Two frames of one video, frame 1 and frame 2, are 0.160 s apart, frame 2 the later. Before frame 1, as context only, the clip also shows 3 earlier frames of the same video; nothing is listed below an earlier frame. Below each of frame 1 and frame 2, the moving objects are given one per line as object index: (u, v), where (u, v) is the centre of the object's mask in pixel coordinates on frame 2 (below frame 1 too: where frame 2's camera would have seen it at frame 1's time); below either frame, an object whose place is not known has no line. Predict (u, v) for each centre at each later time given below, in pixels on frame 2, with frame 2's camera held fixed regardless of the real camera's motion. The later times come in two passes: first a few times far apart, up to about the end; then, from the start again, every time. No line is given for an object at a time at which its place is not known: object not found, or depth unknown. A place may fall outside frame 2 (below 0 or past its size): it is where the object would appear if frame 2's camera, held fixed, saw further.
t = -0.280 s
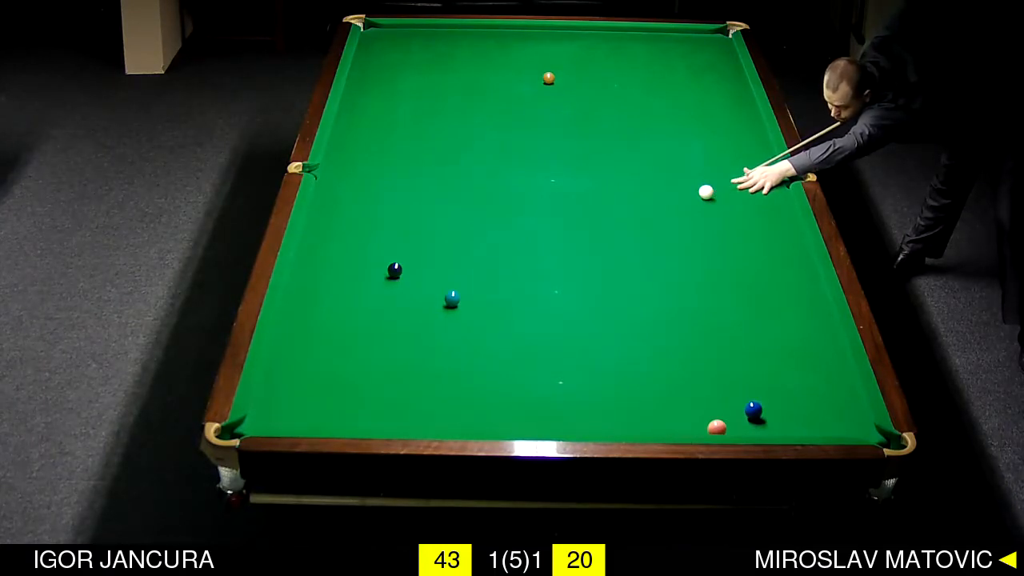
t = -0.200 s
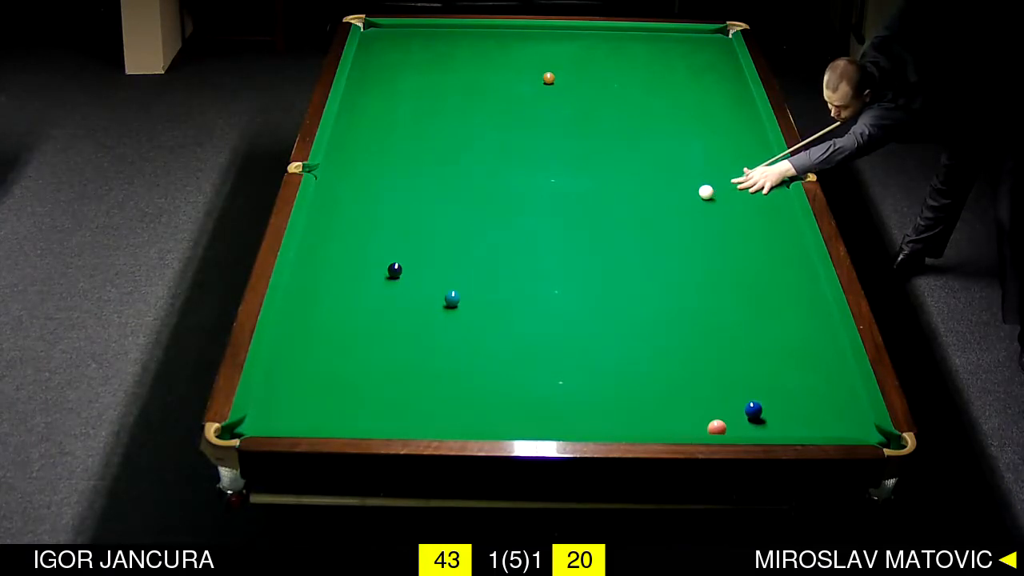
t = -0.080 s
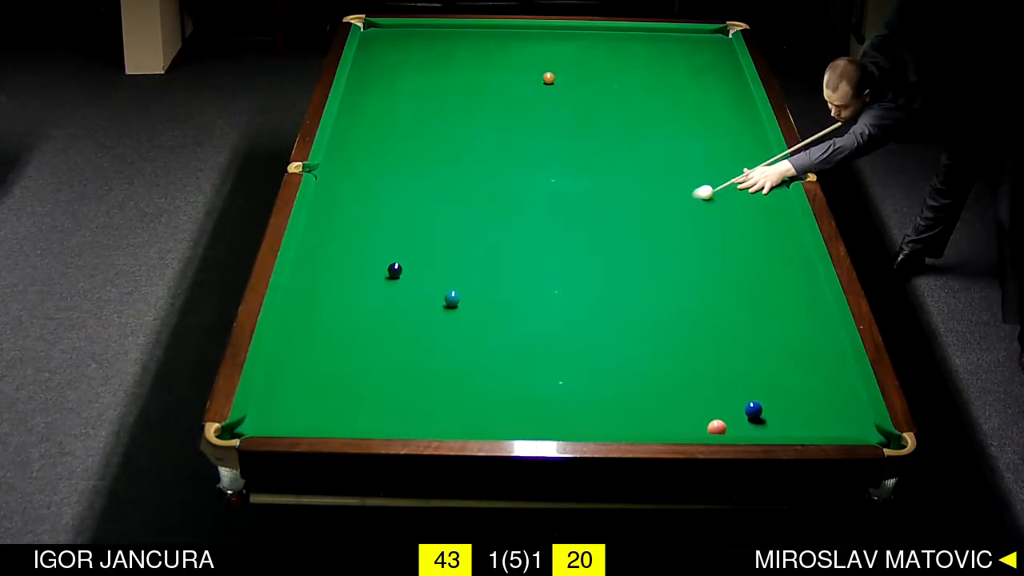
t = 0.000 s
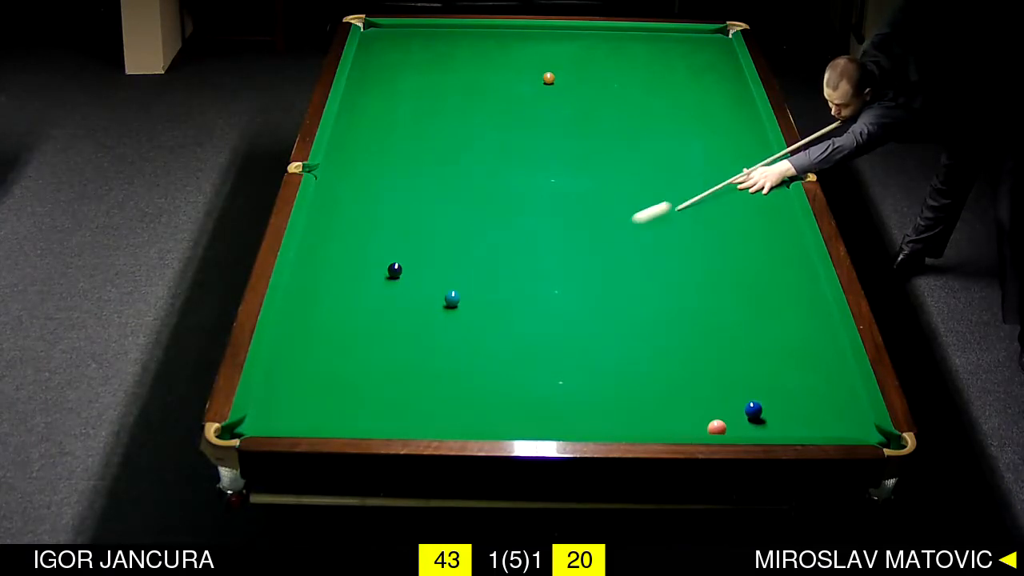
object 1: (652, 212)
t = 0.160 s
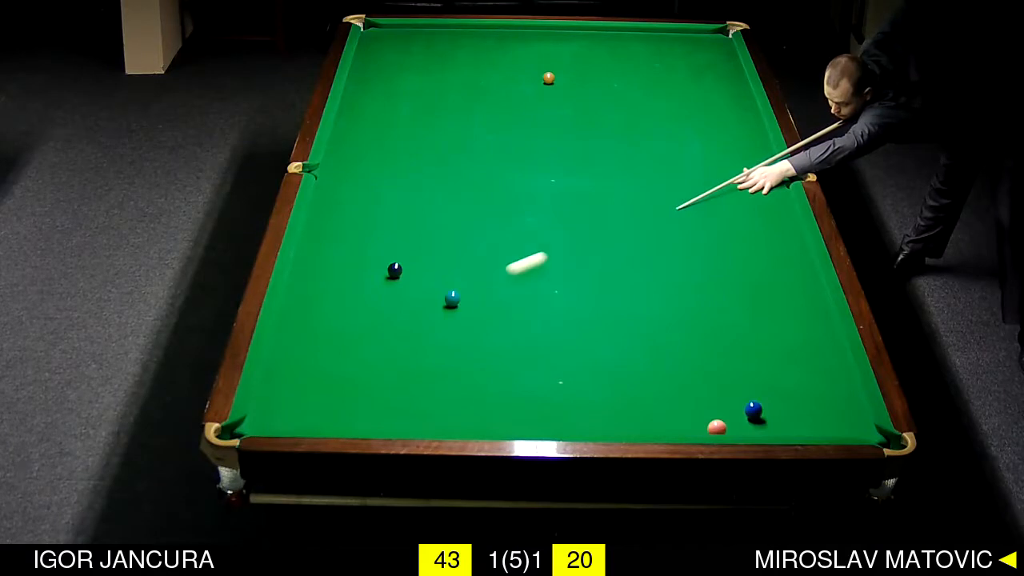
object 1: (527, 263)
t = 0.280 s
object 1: (454, 289)
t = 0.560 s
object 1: (430, 271)
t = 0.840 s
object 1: (422, 252)
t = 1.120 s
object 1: (414, 235)
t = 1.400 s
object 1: (407, 220)
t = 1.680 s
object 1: (400, 206)
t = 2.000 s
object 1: (392, 192)
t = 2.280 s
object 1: (387, 181)
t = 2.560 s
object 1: (381, 171)
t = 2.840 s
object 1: (377, 162)
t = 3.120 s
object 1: (373, 155)
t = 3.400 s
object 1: (370, 148)
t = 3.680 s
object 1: (367, 142)
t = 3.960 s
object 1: (364, 137)
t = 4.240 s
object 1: (361, 132)
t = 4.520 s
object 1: (359, 129)
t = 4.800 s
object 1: (357, 126)
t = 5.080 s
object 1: (356, 124)
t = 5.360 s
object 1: (355, 123)
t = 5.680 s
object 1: (355, 123)
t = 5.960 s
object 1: (355, 123)
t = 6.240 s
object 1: (355, 123)
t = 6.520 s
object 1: (355, 123)
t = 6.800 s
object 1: (355, 123)
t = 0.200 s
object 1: (495, 276)
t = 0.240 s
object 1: (467, 287)
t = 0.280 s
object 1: (454, 289)
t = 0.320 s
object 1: (447, 287)
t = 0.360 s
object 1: (441, 284)
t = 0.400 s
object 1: (437, 282)
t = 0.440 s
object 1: (434, 279)
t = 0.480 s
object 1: (432, 276)
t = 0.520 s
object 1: (431, 274)
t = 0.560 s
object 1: (430, 271)
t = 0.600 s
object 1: (429, 268)
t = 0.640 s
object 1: (428, 265)
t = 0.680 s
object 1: (426, 263)
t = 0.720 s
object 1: (425, 260)
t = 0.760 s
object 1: (424, 257)
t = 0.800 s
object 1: (423, 255)
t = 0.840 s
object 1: (422, 252)
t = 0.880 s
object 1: (421, 249)
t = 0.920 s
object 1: (419, 247)
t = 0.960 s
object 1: (418, 245)
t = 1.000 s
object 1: (417, 242)
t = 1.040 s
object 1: (416, 240)
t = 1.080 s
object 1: (415, 237)
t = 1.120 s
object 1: (414, 235)
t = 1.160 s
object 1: (413, 233)
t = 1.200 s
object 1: (412, 231)
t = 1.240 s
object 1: (411, 229)
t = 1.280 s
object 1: (410, 226)
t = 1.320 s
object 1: (409, 224)
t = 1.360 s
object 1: (408, 222)
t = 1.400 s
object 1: (407, 220)
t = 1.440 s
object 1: (406, 218)
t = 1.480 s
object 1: (405, 216)
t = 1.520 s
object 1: (404, 214)
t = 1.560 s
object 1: (403, 212)
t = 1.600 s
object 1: (402, 210)
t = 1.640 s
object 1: (401, 208)
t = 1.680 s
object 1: (400, 206)
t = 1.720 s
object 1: (399, 204)
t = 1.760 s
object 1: (398, 203)
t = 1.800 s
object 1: (397, 201)
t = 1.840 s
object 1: (396, 199)
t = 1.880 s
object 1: (395, 197)
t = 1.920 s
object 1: (394, 196)
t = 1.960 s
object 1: (393, 194)
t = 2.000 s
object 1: (392, 192)
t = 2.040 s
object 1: (391, 191)
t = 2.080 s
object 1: (391, 189)
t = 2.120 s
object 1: (390, 187)
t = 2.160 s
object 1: (389, 186)
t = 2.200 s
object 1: (388, 184)
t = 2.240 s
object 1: (387, 183)
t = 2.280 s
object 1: (387, 181)
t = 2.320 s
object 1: (386, 180)
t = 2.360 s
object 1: (385, 178)
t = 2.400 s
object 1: (384, 177)
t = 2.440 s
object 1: (384, 175)
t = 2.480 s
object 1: (383, 174)
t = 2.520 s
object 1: (382, 173)
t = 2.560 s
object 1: (381, 171)
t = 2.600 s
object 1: (381, 170)
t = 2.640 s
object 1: (380, 169)
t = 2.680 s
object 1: (379, 167)
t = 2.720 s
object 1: (379, 166)
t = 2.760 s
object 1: (378, 165)
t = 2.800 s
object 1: (378, 164)
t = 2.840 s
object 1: (377, 162)
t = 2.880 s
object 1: (376, 161)
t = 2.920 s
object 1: (376, 160)
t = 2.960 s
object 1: (375, 159)
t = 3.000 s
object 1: (375, 158)
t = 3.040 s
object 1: (374, 157)
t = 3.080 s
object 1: (374, 156)
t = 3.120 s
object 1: (373, 155)
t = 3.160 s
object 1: (373, 154)
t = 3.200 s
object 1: (372, 153)
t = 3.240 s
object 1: (372, 151)
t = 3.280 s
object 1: (371, 151)
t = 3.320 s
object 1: (371, 150)
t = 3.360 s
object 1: (370, 149)
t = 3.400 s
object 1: (370, 148)
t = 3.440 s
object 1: (369, 147)
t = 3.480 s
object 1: (369, 146)
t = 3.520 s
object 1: (368, 145)
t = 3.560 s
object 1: (368, 144)
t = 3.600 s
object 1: (367, 143)
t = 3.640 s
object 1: (367, 142)
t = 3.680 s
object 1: (367, 142)
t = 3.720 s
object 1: (366, 141)
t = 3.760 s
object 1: (366, 140)
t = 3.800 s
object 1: (365, 139)
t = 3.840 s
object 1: (365, 139)
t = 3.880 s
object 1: (364, 138)
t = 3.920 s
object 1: (364, 137)
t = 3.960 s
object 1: (364, 137)
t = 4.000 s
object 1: (364, 136)
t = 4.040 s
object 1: (363, 135)
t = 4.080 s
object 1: (363, 135)
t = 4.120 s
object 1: (362, 134)
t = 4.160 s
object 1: (362, 134)
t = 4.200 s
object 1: (362, 133)
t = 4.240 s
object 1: (361, 132)
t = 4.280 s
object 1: (361, 132)
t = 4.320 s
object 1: (361, 131)
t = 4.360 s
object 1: (360, 131)
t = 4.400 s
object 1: (360, 130)
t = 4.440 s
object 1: (360, 130)
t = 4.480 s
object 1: (359, 129)
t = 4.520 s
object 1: (359, 129)
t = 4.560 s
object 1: (359, 129)
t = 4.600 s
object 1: (359, 128)
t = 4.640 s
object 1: (358, 128)
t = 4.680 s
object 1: (358, 127)
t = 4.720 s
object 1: (358, 127)
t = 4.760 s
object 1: (357, 127)
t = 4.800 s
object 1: (357, 126)
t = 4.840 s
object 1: (357, 126)
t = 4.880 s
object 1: (357, 126)
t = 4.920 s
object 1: (356, 125)
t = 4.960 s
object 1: (356, 125)
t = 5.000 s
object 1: (356, 125)
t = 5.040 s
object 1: (356, 125)
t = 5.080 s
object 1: (356, 124)
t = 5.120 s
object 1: (356, 124)
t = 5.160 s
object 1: (355, 124)
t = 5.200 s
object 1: (355, 124)
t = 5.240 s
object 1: (355, 123)
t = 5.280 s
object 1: (355, 123)
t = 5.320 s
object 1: (355, 123)
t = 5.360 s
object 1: (355, 123)
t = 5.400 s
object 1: (355, 123)
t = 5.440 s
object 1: (355, 123)
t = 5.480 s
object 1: (355, 123)
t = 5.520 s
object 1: (355, 123)
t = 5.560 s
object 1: (355, 123)
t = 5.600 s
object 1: (355, 123)
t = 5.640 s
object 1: (355, 123)
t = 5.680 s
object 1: (355, 123)
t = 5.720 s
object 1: (355, 123)
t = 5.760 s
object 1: (355, 123)
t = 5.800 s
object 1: (355, 123)
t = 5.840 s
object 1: (355, 123)
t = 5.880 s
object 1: (355, 123)
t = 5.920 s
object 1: (355, 123)
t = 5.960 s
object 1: (355, 123)
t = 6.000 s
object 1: (355, 123)
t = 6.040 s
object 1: (355, 123)
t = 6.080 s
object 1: (355, 123)
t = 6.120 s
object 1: (355, 123)
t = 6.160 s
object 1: (355, 123)
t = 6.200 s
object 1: (355, 123)
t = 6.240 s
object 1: (355, 123)
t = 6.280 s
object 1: (355, 123)
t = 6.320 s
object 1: (355, 123)
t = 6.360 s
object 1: (355, 123)
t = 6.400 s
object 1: (355, 123)
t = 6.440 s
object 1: (355, 123)
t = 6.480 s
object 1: (355, 123)
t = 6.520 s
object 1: (355, 123)
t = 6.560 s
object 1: (355, 123)
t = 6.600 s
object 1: (355, 123)
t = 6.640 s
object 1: (355, 123)
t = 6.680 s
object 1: (355, 123)
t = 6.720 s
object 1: (355, 123)
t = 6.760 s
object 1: (355, 123)
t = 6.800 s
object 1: (355, 123)
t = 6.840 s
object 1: (355, 123)
